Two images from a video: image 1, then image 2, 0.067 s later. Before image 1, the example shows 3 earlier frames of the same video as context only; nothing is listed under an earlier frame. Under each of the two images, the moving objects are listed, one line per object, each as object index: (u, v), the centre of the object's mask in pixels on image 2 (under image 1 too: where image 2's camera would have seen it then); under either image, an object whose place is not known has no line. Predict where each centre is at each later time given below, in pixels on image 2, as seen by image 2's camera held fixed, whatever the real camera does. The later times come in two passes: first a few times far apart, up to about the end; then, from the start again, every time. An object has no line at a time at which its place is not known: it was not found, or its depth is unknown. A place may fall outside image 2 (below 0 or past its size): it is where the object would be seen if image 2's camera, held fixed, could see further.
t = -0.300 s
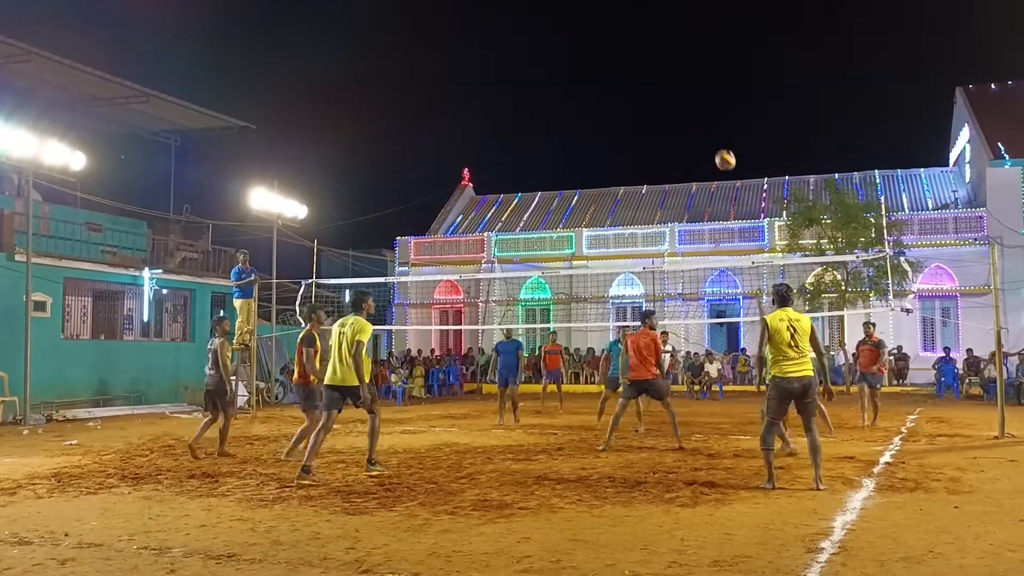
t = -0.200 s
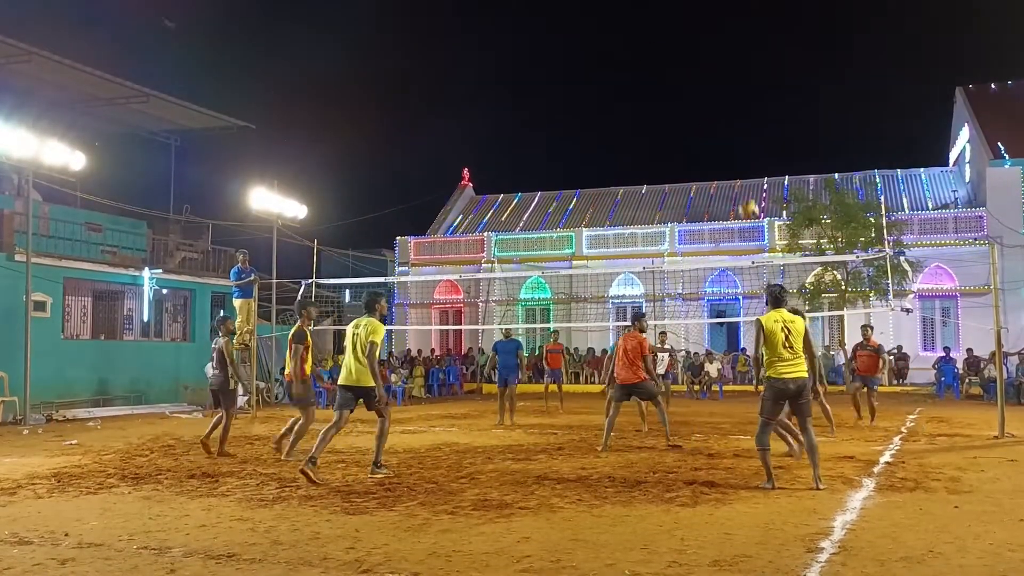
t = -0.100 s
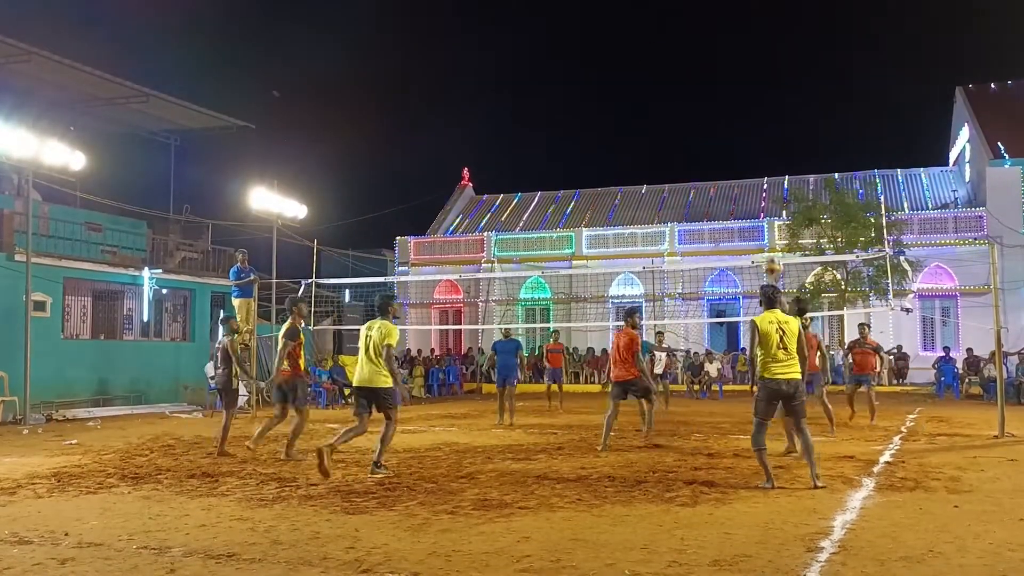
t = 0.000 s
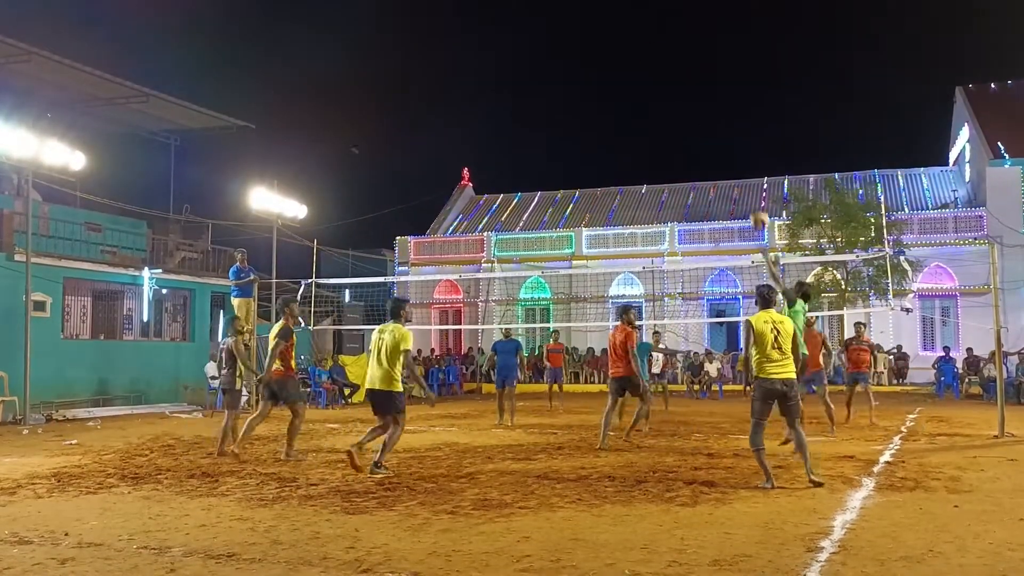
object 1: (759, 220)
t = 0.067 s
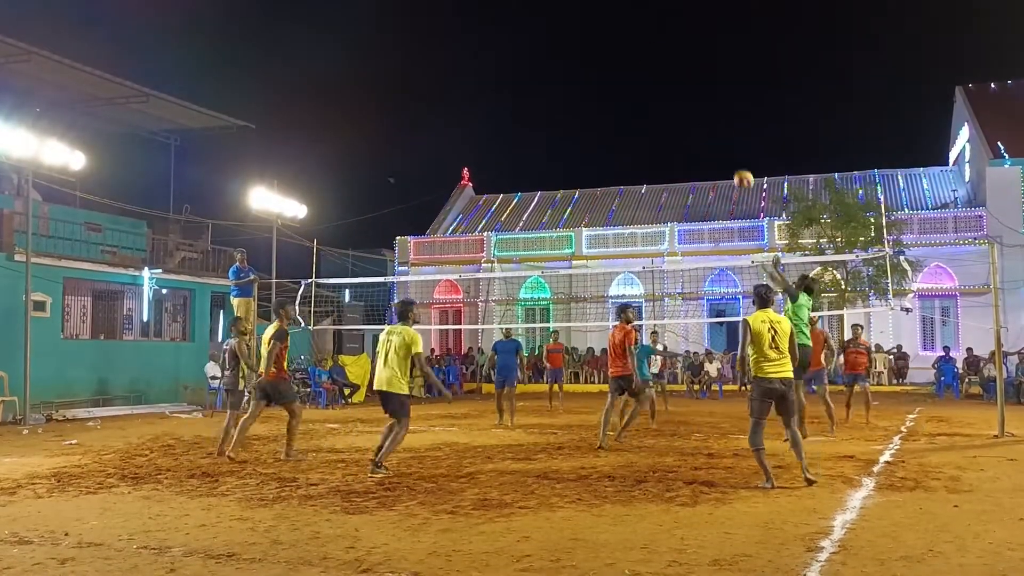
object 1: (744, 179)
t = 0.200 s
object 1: (714, 115)
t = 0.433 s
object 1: (666, 46)
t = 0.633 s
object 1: (629, 25)
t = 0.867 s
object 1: (591, 42)
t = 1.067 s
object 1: (561, 87)
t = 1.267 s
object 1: (534, 158)
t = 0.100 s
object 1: (736, 162)
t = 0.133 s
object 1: (729, 145)
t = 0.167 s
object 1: (721, 130)
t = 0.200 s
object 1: (714, 115)
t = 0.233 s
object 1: (707, 102)
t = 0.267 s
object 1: (700, 90)
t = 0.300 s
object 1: (693, 79)
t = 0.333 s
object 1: (686, 69)
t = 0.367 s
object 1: (679, 61)
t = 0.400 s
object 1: (673, 53)
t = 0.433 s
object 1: (666, 46)
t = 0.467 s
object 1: (660, 40)
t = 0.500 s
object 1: (654, 36)
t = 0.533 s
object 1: (647, 31)
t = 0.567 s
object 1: (641, 29)
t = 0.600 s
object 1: (635, 27)
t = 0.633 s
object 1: (629, 25)
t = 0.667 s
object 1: (624, 25)
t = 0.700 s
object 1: (618, 25)
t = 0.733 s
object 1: (612, 27)
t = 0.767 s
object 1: (607, 30)
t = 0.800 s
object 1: (602, 33)
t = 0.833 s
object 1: (596, 37)
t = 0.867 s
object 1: (591, 42)
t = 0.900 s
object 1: (586, 47)
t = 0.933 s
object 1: (581, 53)
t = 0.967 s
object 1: (576, 61)
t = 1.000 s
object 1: (571, 69)
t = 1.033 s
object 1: (566, 77)
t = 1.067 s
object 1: (561, 87)
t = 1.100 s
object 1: (556, 97)
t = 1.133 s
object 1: (552, 107)
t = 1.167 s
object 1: (547, 119)
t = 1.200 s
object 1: (543, 132)
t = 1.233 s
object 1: (538, 145)
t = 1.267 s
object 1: (534, 158)
